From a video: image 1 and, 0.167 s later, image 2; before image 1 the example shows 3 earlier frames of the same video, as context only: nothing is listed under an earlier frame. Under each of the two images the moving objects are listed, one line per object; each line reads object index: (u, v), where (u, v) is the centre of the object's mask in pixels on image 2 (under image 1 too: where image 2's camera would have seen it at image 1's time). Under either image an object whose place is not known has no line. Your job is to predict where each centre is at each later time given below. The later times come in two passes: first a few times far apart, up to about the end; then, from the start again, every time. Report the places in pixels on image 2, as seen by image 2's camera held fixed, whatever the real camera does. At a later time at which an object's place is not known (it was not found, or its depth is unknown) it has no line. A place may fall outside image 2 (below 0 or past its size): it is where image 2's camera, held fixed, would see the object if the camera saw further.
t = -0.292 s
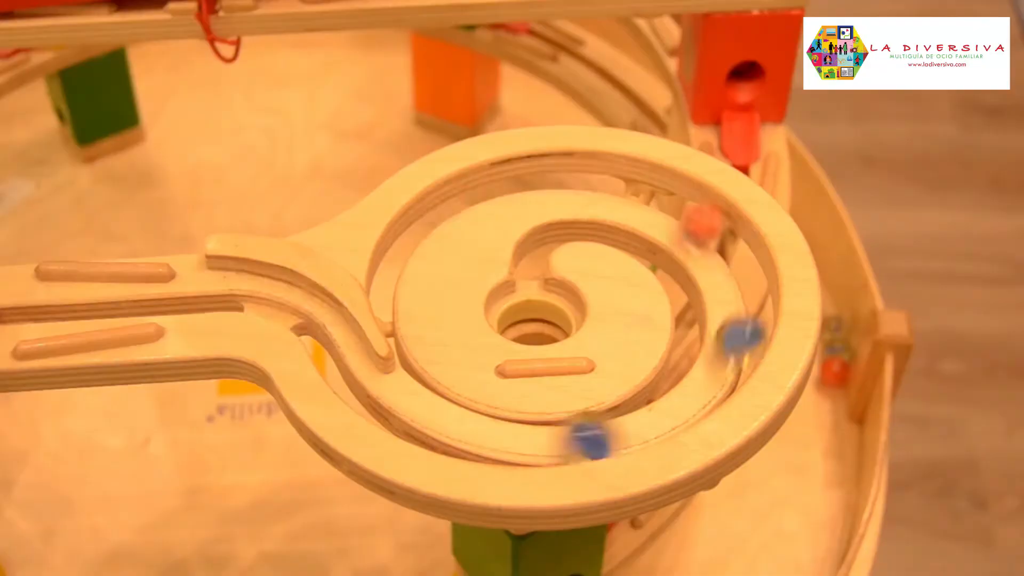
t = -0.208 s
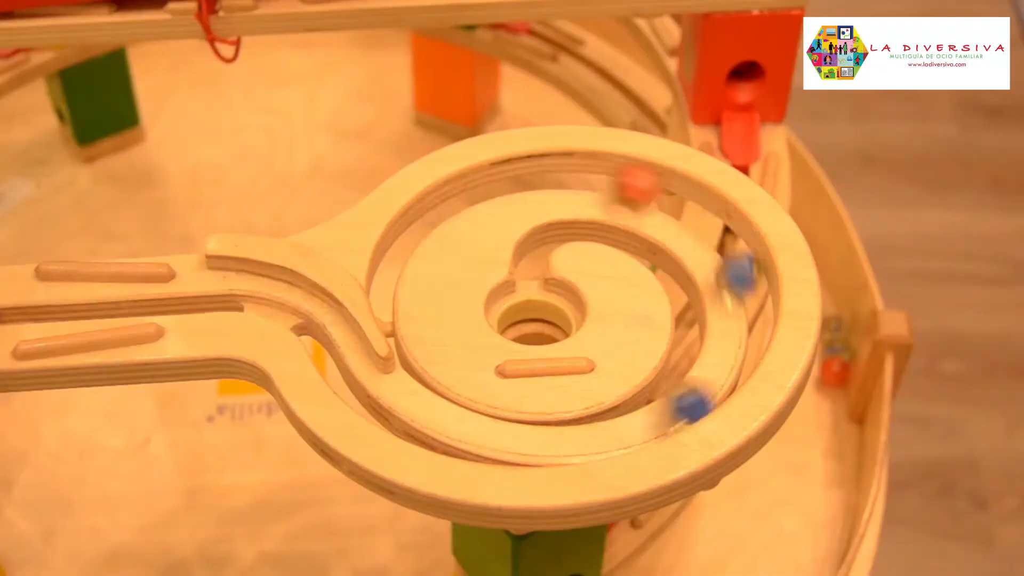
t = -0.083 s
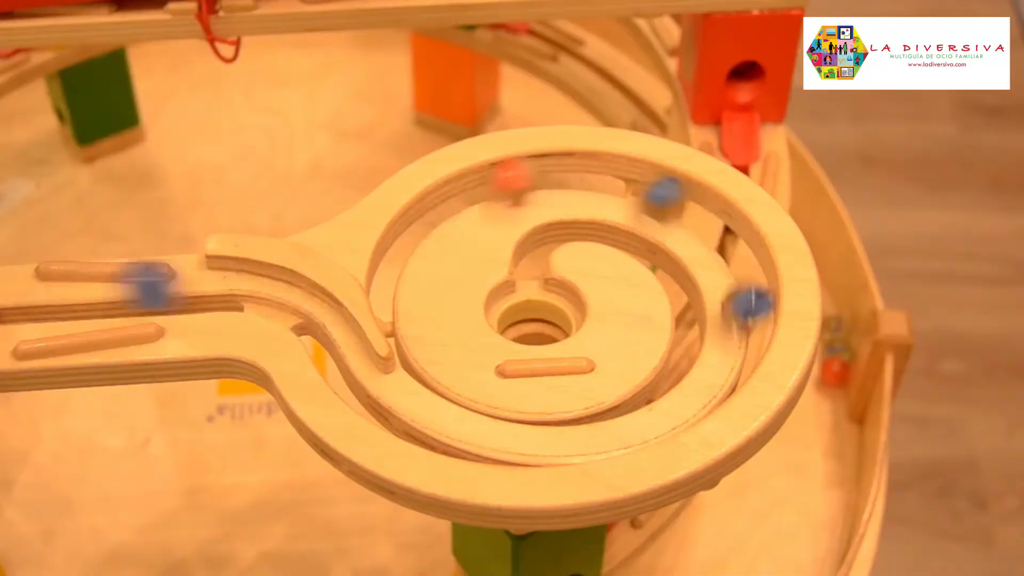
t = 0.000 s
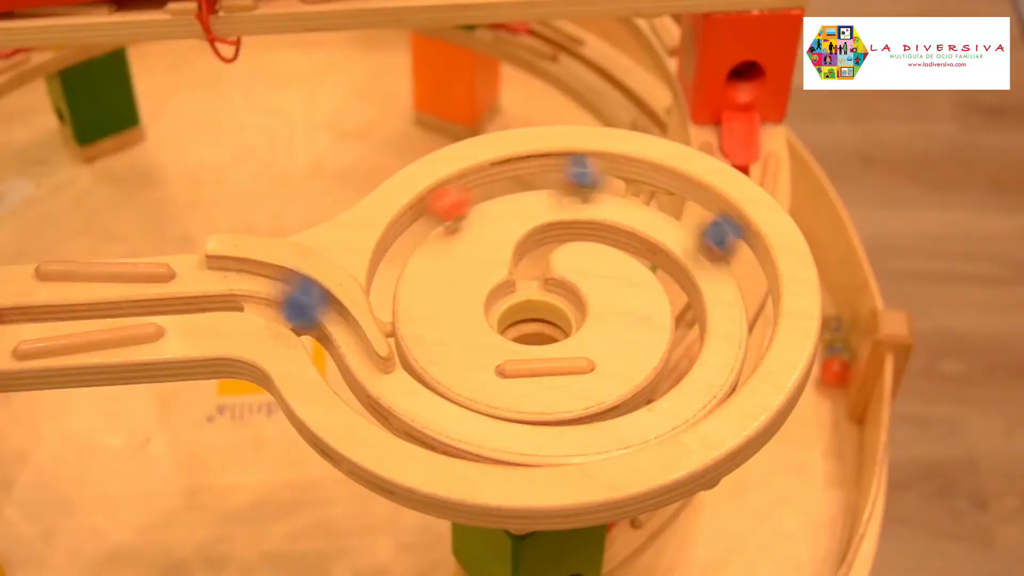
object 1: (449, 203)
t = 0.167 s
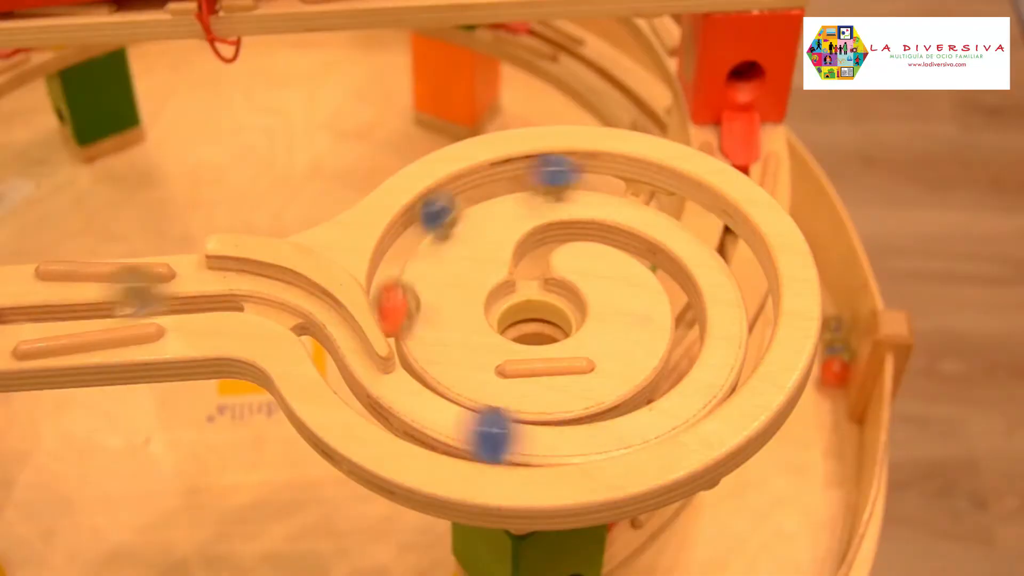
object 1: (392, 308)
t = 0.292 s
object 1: (448, 378)
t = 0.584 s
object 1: (677, 346)
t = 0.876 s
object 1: (597, 216)
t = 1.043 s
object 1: (528, 273)
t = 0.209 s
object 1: (406, 327)
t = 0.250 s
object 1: (425, 355)
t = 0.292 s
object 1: (448, 378)
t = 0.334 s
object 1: (484, 385)
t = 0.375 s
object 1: (523, 399)
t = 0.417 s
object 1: (556, 405)
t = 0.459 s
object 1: (596, 391)
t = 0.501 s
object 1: (631, 381)
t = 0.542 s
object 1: (657, 371)
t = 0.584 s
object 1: (677, 346)
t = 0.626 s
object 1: (689, 323)
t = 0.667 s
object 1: (692, 299)
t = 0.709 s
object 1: (688, 278)
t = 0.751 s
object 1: (676, 252)
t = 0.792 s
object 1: (650, 235)
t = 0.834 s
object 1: (623, 225)
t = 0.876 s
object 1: (597, 216)
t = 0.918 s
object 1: (564, 212)
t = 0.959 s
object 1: (537, 227)
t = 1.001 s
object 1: (527, 247)
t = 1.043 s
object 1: (528, 273)
